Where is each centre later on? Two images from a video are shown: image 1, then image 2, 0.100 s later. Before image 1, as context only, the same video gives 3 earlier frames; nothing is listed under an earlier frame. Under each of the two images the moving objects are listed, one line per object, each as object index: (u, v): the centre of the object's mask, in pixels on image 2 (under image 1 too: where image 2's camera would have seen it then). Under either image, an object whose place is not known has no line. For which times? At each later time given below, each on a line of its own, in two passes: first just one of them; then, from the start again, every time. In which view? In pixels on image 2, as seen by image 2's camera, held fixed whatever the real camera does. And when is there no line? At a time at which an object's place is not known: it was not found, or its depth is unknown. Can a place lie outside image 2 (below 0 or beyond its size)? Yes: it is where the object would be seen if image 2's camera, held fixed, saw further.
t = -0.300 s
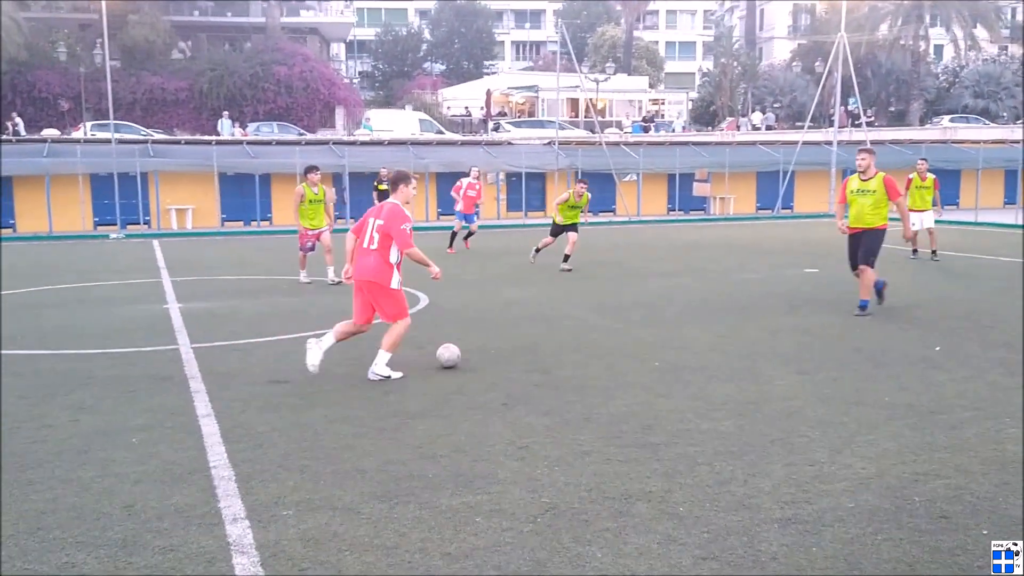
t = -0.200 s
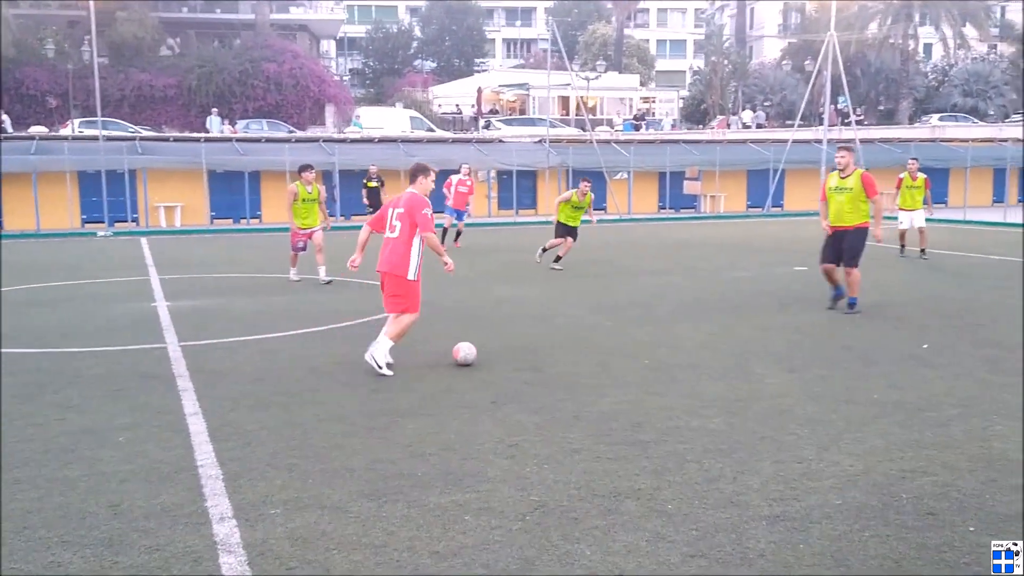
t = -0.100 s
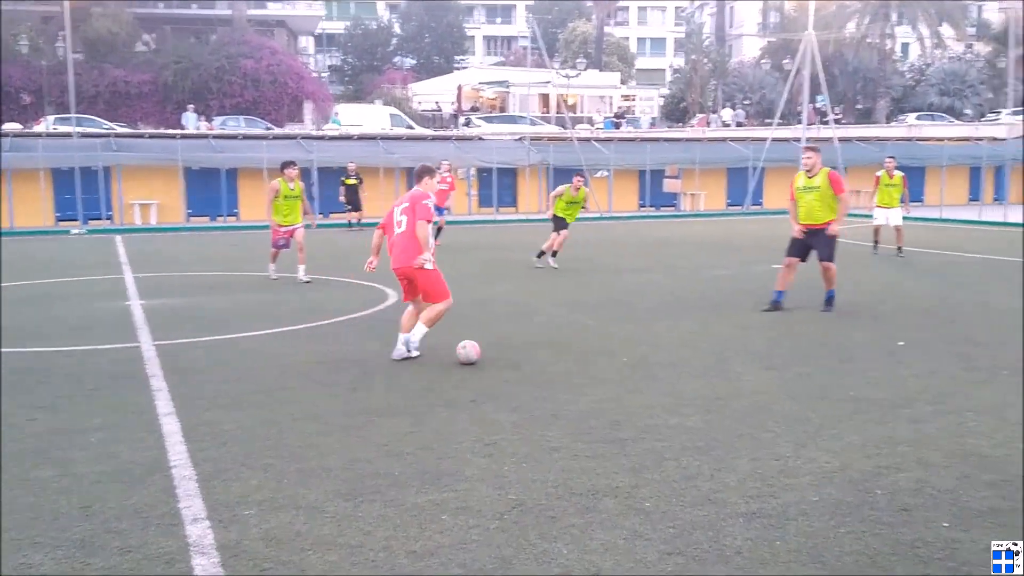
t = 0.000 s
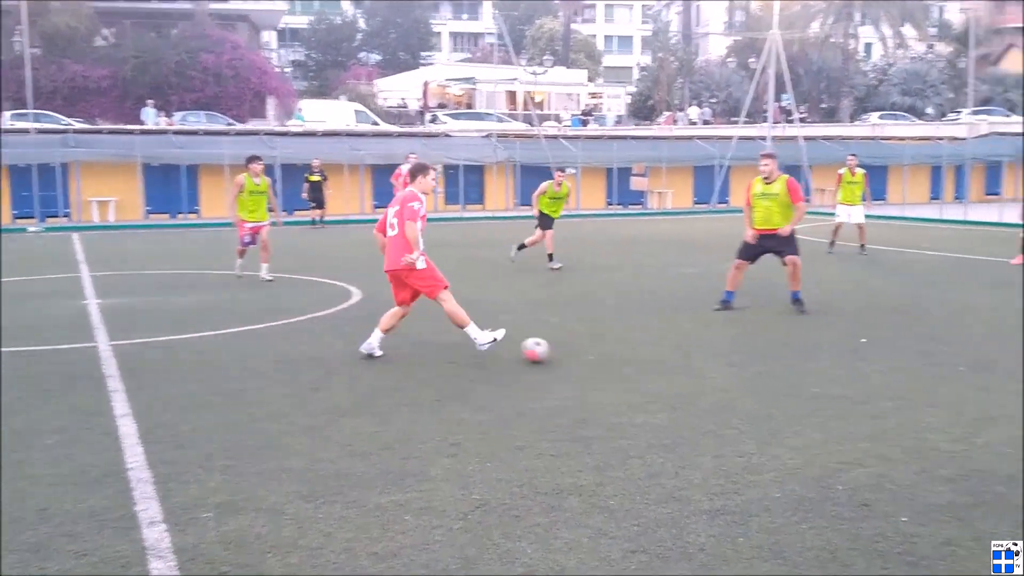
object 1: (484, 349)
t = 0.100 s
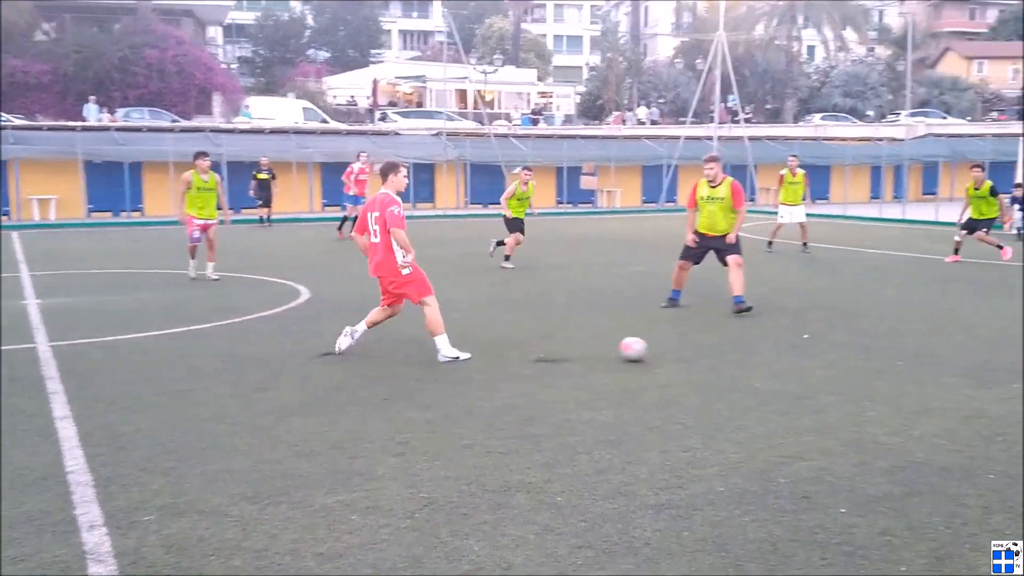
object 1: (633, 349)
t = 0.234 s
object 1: (816, 349)
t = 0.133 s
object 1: (681, 350)
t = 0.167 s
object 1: (727, 350)
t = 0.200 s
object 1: (772, 349)
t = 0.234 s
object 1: (816, 349)
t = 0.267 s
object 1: (859, 350)
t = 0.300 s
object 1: (901, 350)
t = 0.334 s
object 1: (942, 350)
